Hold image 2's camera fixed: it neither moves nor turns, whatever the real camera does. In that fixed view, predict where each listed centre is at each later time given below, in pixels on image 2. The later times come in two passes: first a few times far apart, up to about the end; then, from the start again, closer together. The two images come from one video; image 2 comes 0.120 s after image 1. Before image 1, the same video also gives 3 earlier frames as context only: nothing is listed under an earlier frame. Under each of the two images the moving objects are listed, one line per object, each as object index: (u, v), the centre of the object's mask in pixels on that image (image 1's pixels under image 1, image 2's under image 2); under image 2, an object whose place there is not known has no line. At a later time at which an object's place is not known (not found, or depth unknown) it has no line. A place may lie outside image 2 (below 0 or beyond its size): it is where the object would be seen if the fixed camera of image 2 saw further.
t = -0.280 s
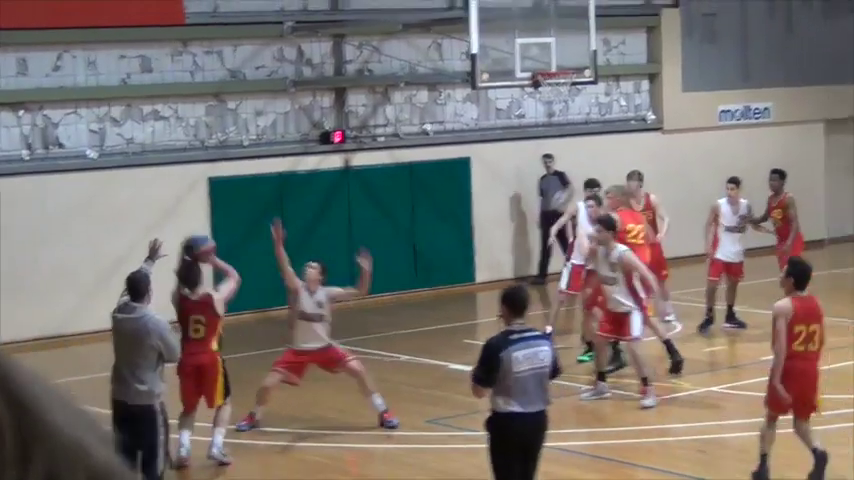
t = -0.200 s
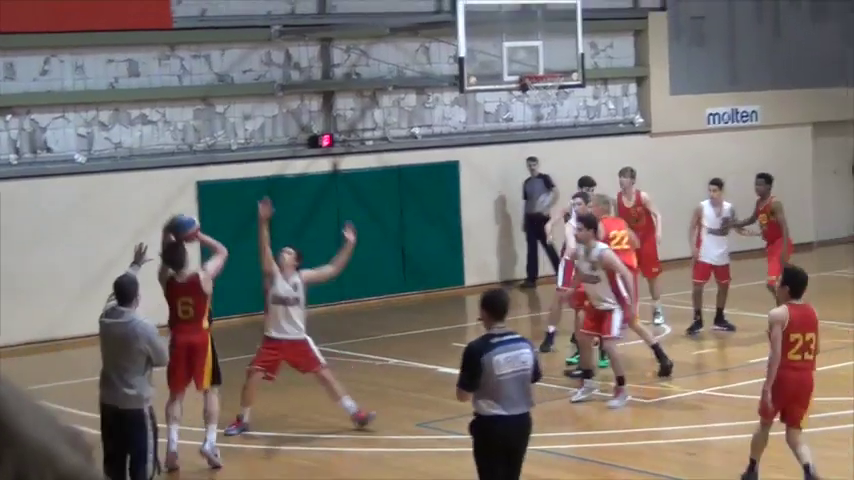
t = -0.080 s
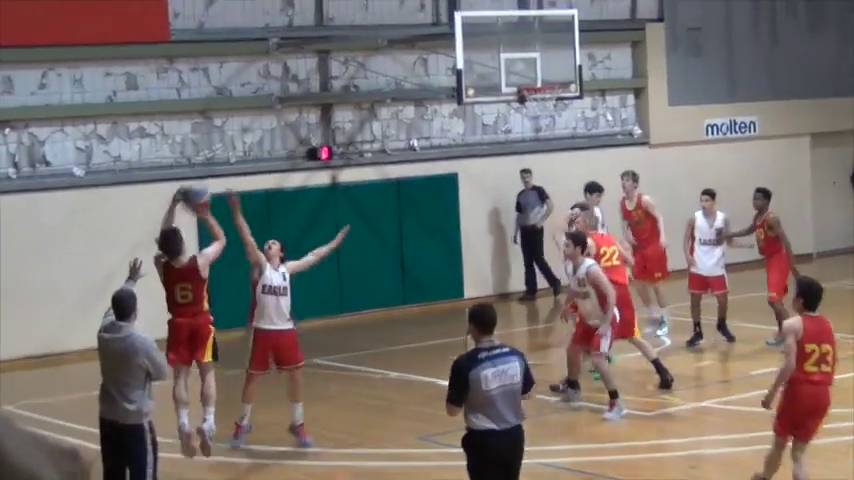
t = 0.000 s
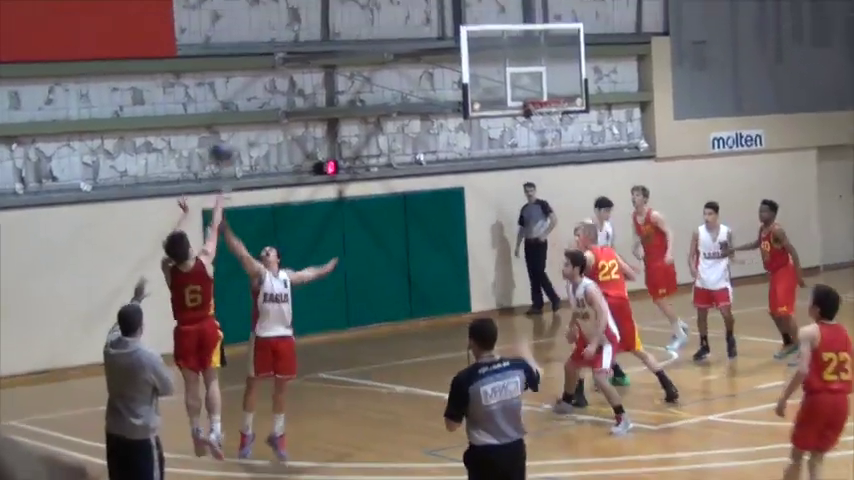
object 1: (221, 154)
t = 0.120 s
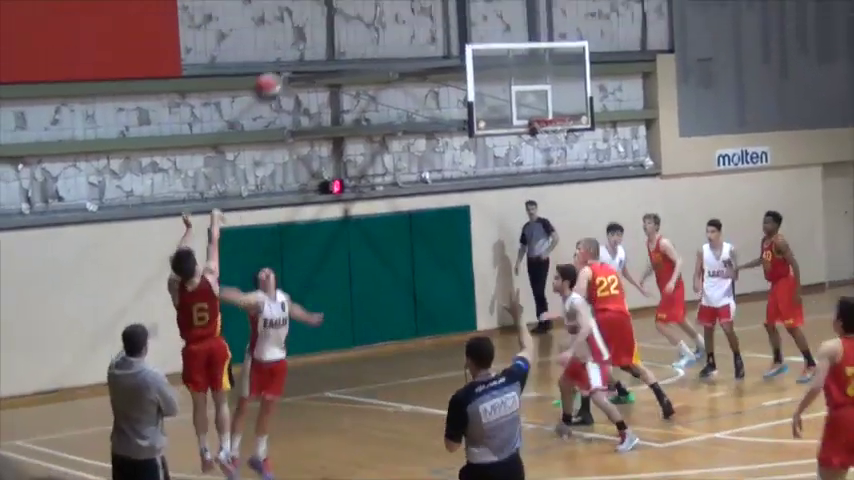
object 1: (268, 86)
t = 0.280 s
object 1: (313, 11)
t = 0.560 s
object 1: (387, -39)
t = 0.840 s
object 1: (456, -26)
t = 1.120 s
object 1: (519, 62)
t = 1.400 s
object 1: (564, 145)
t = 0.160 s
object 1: (280, 64)
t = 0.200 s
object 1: (291, 45)
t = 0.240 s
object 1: (301, 27)
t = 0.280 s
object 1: (313, 11)
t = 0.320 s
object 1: (323, -2)
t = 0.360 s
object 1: (333, -14)
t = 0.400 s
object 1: (345, -24)
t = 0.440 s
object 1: (357, -28)
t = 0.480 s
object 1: (367, -33)
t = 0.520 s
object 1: (378, -37)
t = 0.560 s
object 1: (387, -39)
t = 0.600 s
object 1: (398, -40)
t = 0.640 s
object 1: (410, -41)
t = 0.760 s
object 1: (437, -38)
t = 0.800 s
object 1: (447, -33)
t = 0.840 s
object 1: (456, -26)
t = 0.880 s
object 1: (465, -17)
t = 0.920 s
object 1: (476, -8)
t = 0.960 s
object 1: (483, 5)
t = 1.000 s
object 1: (492, 15)
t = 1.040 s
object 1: (502, 31)
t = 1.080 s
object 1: (510, 45)
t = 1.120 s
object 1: (519, 62)
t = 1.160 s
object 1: (529, 77)
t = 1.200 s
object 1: (537, 95)
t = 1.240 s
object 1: (544, 111)
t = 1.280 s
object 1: (551, 133)
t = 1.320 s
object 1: (558, 135)
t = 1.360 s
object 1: (562, 139)
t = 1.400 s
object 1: (564, 145)
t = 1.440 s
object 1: (569, 152)
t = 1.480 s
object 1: (575, 159)
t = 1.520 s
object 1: (578, 168)
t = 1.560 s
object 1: (582, 177)
